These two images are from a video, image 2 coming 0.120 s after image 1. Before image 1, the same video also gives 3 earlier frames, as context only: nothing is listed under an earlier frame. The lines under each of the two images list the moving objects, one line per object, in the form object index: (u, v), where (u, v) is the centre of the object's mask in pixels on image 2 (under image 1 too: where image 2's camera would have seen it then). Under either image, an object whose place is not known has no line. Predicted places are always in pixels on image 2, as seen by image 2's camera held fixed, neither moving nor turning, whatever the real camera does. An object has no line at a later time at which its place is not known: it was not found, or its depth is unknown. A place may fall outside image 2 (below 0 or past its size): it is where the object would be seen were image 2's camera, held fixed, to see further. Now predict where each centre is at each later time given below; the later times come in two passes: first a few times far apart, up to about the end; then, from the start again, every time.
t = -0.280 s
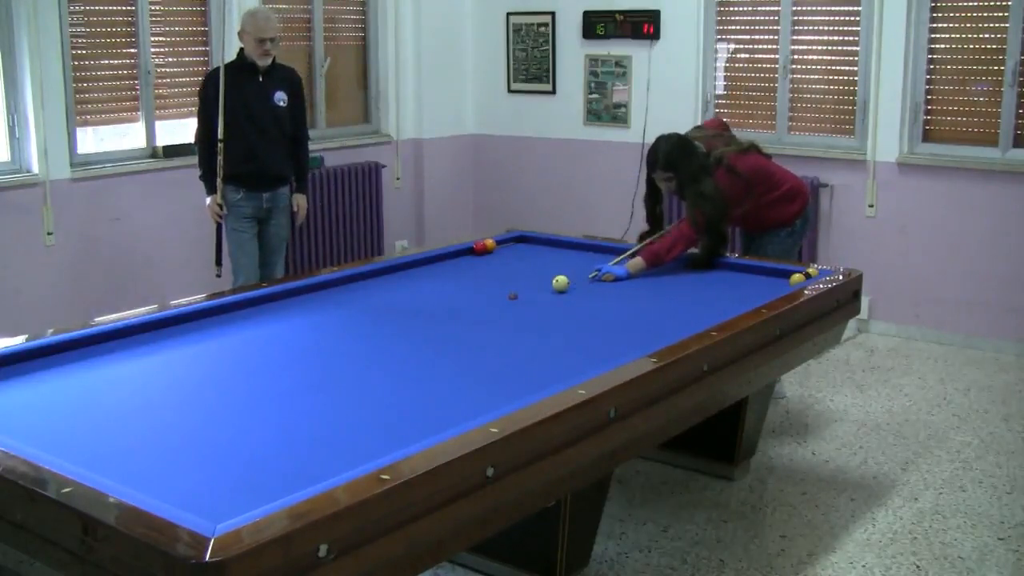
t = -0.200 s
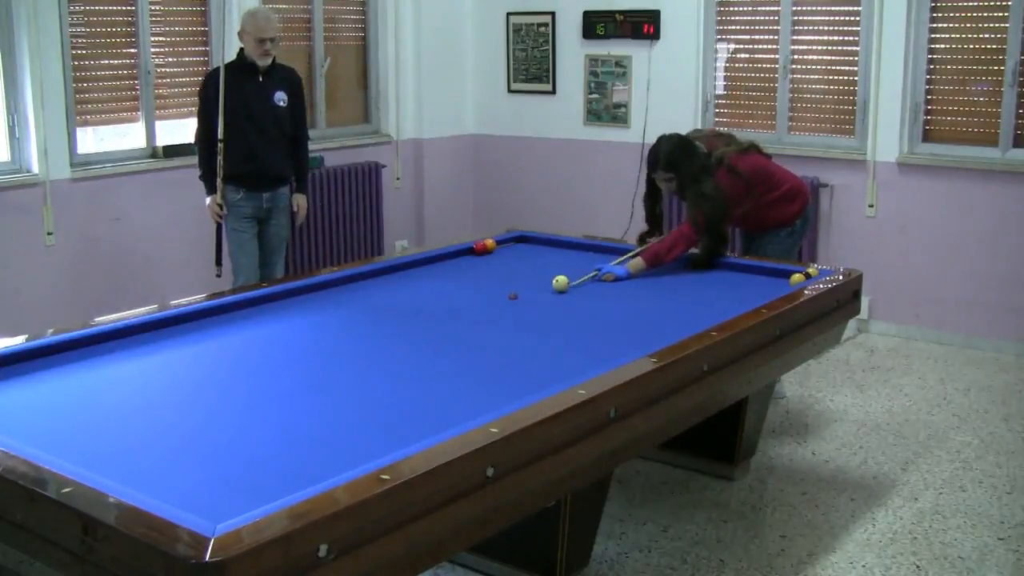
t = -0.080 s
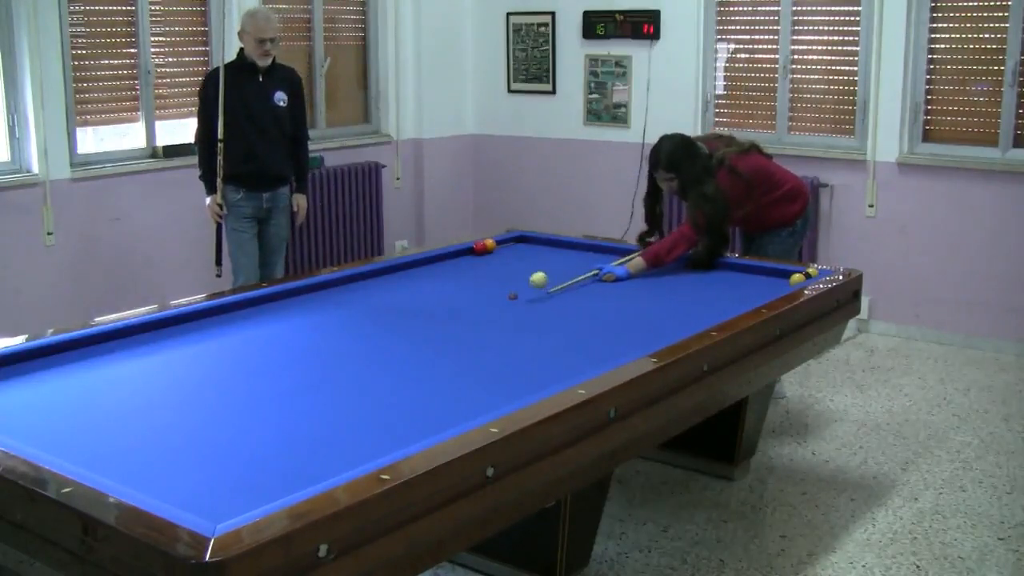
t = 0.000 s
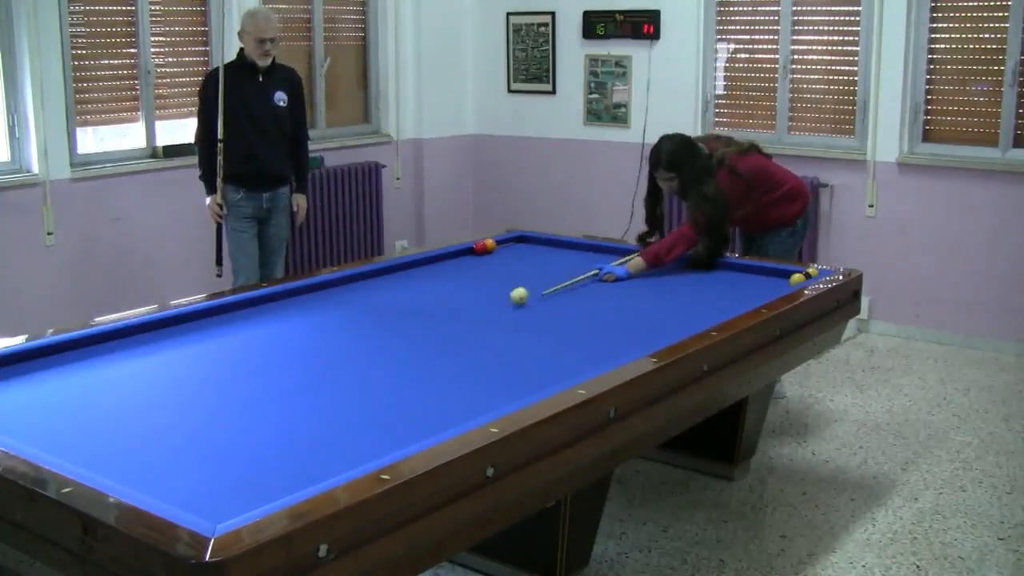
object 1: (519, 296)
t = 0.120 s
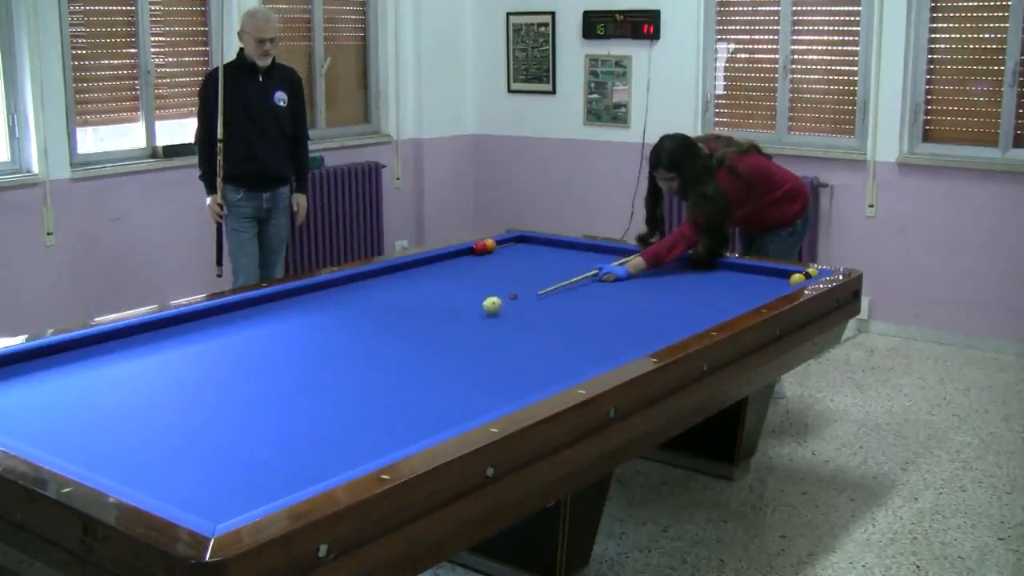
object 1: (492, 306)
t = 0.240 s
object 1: (467, 315)
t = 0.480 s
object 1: (426, 330)
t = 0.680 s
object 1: (393, 342)
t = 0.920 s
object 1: (351, 358)
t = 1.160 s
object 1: (305, 375)
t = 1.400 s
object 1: (255, 394)
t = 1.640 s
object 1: (202, 414)
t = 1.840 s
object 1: (153, 432)
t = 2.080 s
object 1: (91, 456)
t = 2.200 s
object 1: (88, 457)
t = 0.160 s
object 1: (483, 307)
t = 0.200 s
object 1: (475, 312)
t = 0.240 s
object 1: (467, 315)
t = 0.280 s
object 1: (459, 318)
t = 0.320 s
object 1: (451, 320)
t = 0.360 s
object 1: (444, 323)
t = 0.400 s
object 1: (438, 325)
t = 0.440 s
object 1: (432, 328)
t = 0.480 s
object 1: (426, 330)
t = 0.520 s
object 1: (419, 333)
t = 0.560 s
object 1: (413, 335)
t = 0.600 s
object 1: (406, 337)
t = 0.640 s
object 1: (400, 340)
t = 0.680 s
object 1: (393, 342)
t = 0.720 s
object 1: (386, 345)
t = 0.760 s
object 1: (379, 348)
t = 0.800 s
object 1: (372, 350)
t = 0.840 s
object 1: (365, 353)
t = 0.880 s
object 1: (358, 356)
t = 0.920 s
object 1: (351, 358)
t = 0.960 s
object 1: (343, 361)
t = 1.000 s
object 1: (336, 364)
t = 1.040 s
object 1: (328, 367)
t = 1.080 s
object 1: (320, 369)
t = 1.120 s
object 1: (313, 372)
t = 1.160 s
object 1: (305, 375)
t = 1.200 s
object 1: (297, 378)
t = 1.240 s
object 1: (289, 382)
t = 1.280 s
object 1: (281, 385)
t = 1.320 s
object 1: (272, 388)
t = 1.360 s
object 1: (264, 391)
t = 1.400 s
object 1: (255, 394)
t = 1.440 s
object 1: (247, 397)
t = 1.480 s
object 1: (238, 400)
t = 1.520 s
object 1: (229, 404)
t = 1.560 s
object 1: (220, 407)
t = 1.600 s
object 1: (211, 410)
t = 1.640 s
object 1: (202, 414)
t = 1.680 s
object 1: (192, 417)
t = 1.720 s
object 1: (183, 421)
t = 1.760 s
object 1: (173, 425)
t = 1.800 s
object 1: (163, 428)
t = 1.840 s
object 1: (153, 432)
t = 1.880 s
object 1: (144, 436)
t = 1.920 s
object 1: (134, 439)
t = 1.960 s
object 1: (123, 443)
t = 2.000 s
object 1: (112, 447)
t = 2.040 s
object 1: (102, 452)
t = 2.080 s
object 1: (91, 456)
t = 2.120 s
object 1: (81, 457)
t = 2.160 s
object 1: (80, 457)
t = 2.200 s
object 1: (88, 457)
